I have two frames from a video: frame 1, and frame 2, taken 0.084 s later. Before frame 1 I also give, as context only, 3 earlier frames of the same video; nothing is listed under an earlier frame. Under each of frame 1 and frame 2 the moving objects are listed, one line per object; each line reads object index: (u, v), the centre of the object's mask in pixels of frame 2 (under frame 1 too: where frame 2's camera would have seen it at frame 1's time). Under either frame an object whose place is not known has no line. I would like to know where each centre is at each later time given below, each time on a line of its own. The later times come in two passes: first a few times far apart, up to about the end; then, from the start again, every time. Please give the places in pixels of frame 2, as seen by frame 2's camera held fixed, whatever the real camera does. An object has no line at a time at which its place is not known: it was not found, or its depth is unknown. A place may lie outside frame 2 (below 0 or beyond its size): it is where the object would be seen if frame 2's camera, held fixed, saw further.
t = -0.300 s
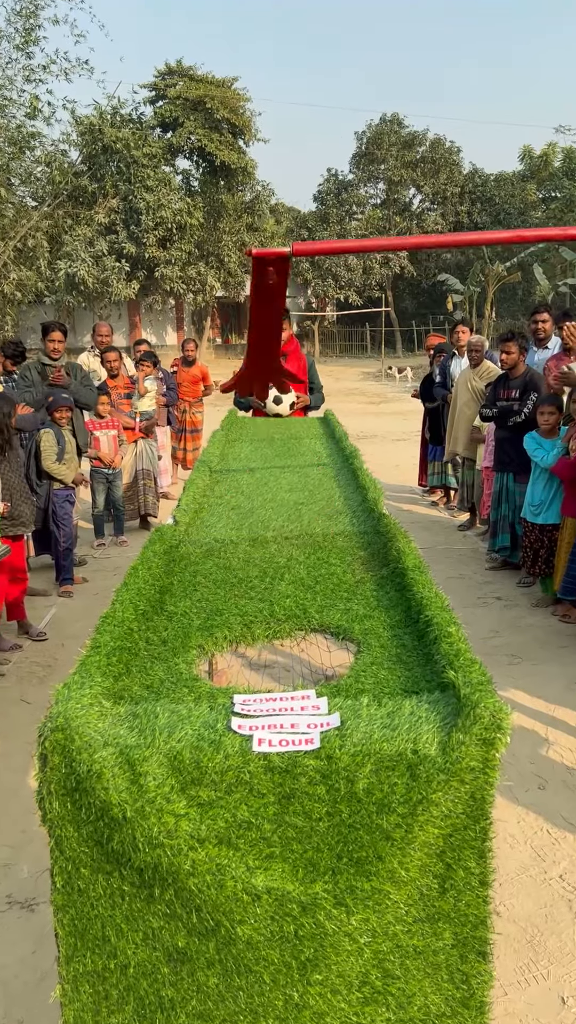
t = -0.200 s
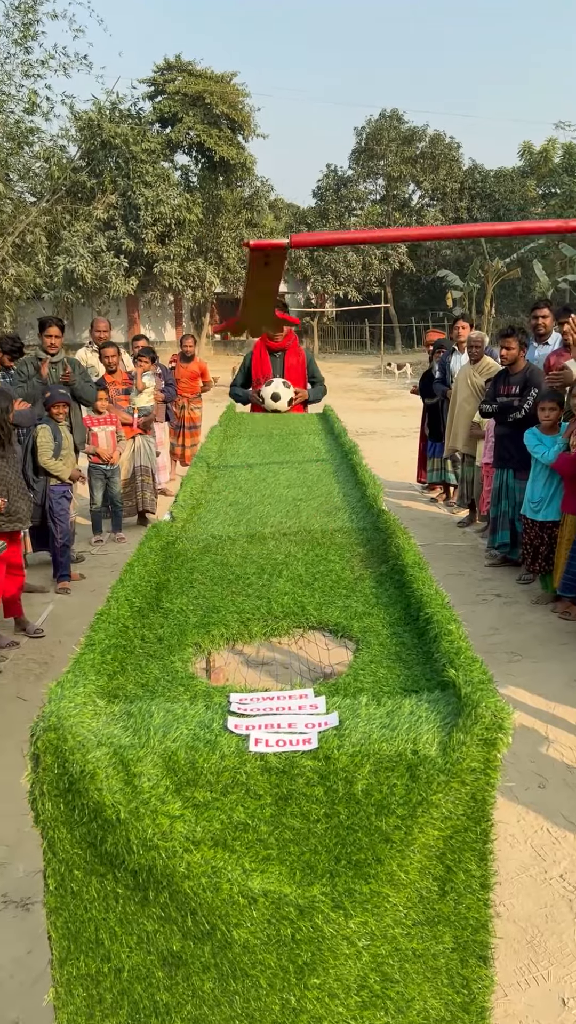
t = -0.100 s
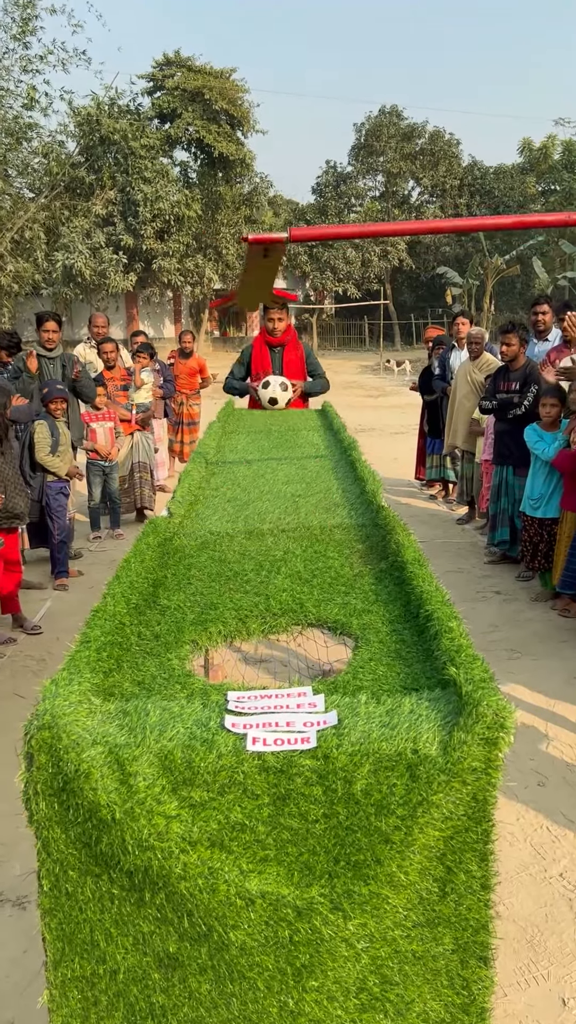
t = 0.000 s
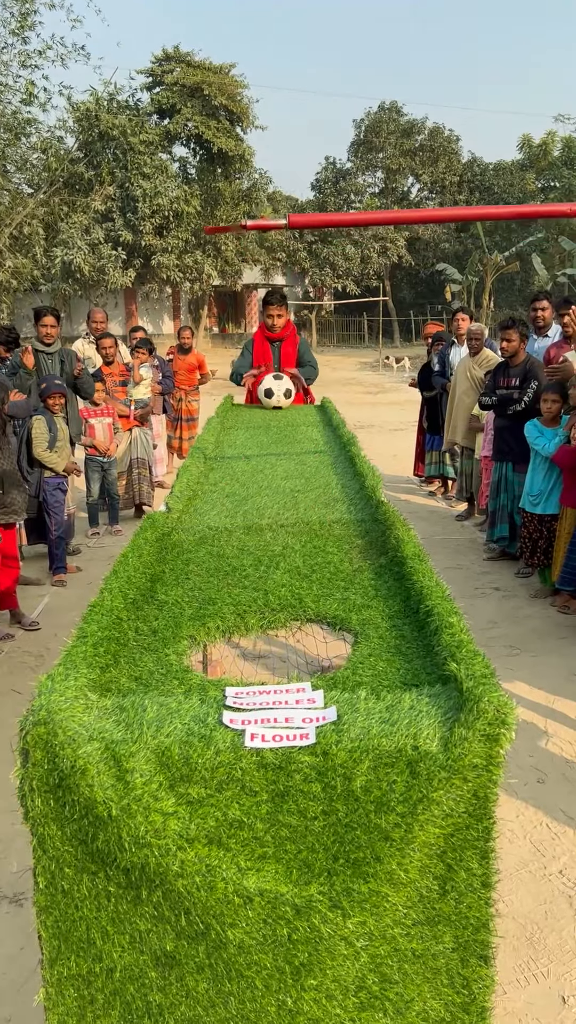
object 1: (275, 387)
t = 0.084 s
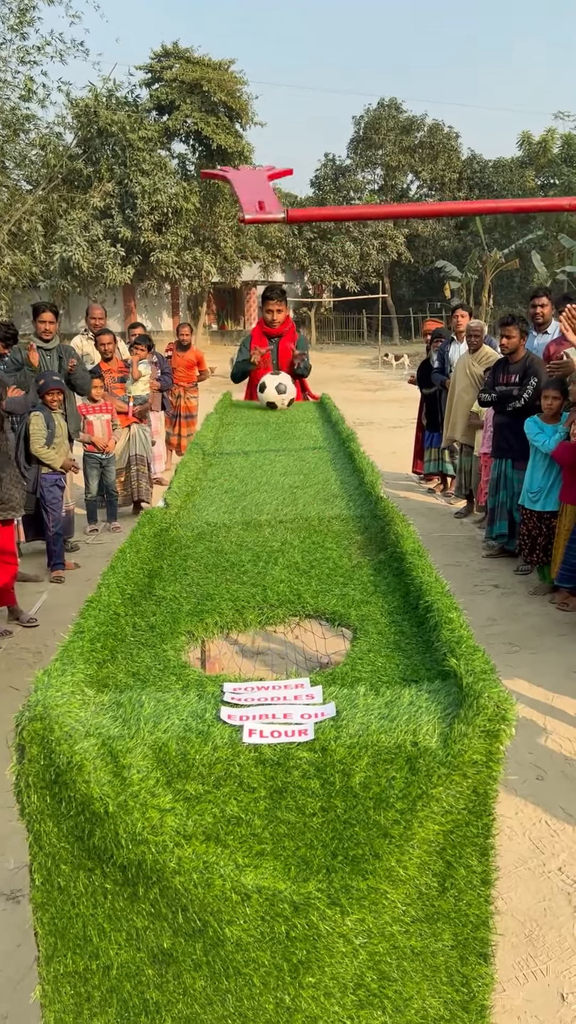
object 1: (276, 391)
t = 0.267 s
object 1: (280, 397)
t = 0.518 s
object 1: (286, 409)
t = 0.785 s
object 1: (296, 423)
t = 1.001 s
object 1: (305, 438)
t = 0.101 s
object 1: (277, 391)
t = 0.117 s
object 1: (277, 392)
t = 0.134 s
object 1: (278, 393)
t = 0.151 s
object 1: (278, 394)
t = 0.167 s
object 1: (278, 394)
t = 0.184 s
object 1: (278, 394)
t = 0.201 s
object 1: (279, 395)
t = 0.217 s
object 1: (280, 396)
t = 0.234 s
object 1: (280, 396)
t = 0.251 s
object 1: (280, 397)
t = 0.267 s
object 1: (280, 397)
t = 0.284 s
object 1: (280, 398)
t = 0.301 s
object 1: (281, 399)
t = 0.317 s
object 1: (281, 399)
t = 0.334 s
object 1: (281, 400)
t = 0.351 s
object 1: (282, 401)
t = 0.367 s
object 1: (282, 401)
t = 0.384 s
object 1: (283, 402)
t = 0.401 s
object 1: (283, 403)
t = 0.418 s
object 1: (283, 404)
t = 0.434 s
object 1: (284, 404)
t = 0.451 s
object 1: (284, 405)
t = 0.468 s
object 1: (285, 406)
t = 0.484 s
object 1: (285, 407)
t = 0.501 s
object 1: (285, 408)
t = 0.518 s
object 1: (286, 409)
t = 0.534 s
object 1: (287, 410)
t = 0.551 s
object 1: (287, 410)
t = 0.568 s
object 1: (288, 411)
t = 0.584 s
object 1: (288, 412)
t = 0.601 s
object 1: (289, 413)
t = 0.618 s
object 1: (289, 413)
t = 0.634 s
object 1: (290, 414)
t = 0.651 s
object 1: (290, 415)
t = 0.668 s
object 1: (291, 416)
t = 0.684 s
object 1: (292, 418)
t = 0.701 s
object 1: (293, 418)
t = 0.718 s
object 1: (293, 418)
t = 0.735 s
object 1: (294, 419)
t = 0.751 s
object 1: (294, 420)
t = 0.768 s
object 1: (295, 422)
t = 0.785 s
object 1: (296, 423)
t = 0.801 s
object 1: (297, 424)
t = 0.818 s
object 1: (297, 424)
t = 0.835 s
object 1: (298, 426)
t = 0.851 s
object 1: (299, 427)
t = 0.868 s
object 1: (299, 428)
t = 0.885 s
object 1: (300, 430)
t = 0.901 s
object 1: (301, 430)
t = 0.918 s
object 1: (302, 432)
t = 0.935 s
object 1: (302, 433)
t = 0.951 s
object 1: (303, 434)
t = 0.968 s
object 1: (304, 435)
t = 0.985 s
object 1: (304, 436)
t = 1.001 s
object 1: (305, 438)
